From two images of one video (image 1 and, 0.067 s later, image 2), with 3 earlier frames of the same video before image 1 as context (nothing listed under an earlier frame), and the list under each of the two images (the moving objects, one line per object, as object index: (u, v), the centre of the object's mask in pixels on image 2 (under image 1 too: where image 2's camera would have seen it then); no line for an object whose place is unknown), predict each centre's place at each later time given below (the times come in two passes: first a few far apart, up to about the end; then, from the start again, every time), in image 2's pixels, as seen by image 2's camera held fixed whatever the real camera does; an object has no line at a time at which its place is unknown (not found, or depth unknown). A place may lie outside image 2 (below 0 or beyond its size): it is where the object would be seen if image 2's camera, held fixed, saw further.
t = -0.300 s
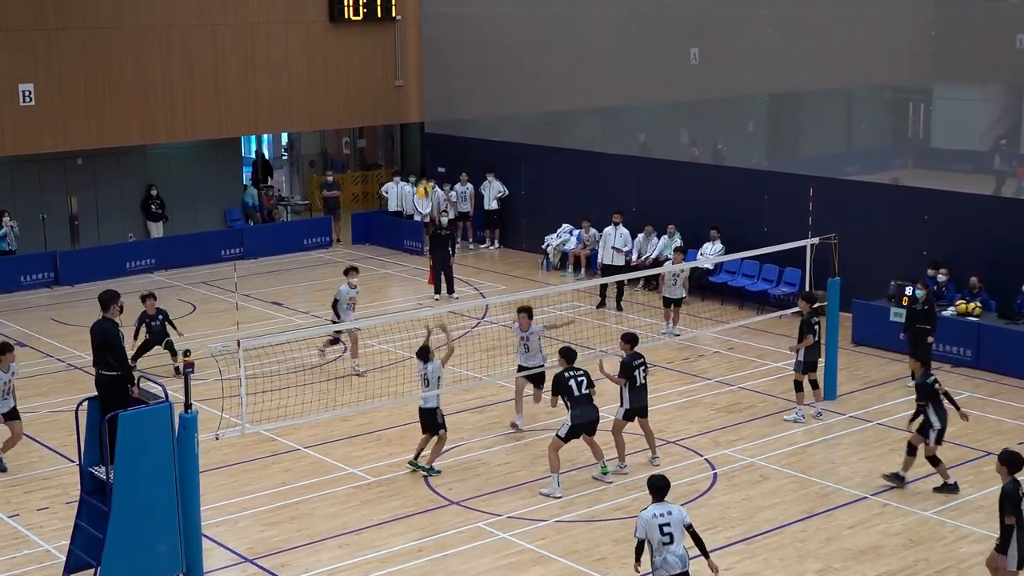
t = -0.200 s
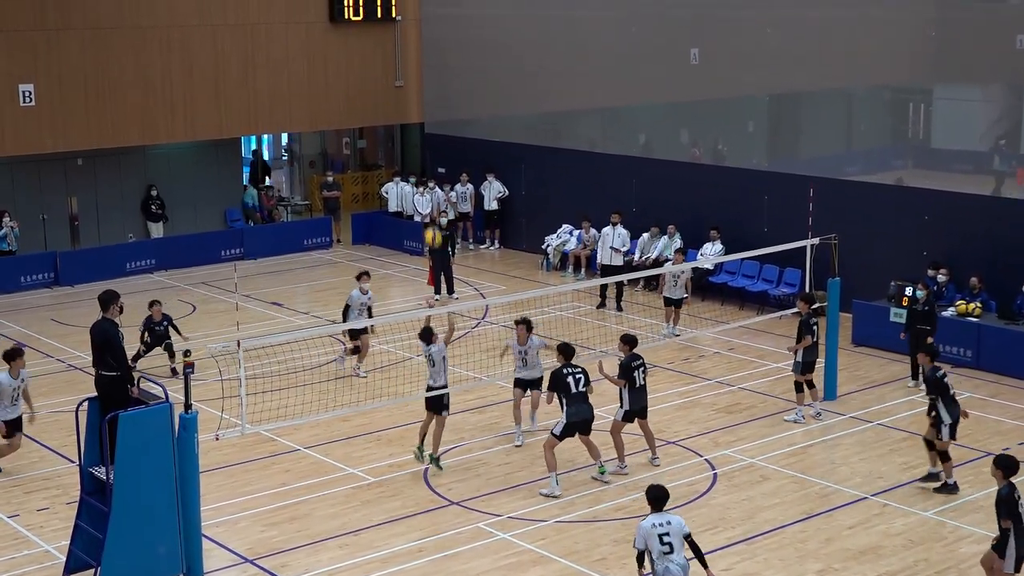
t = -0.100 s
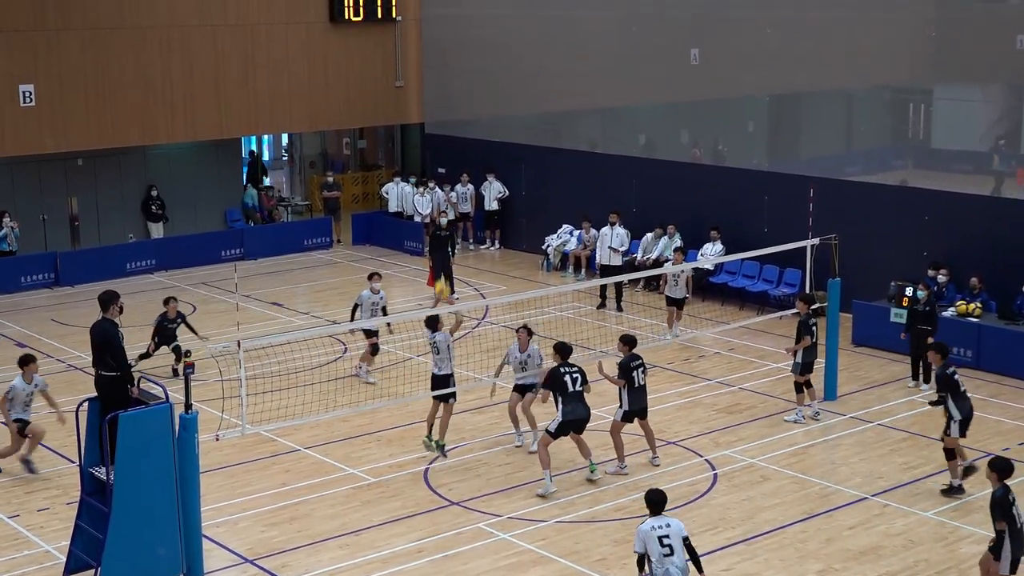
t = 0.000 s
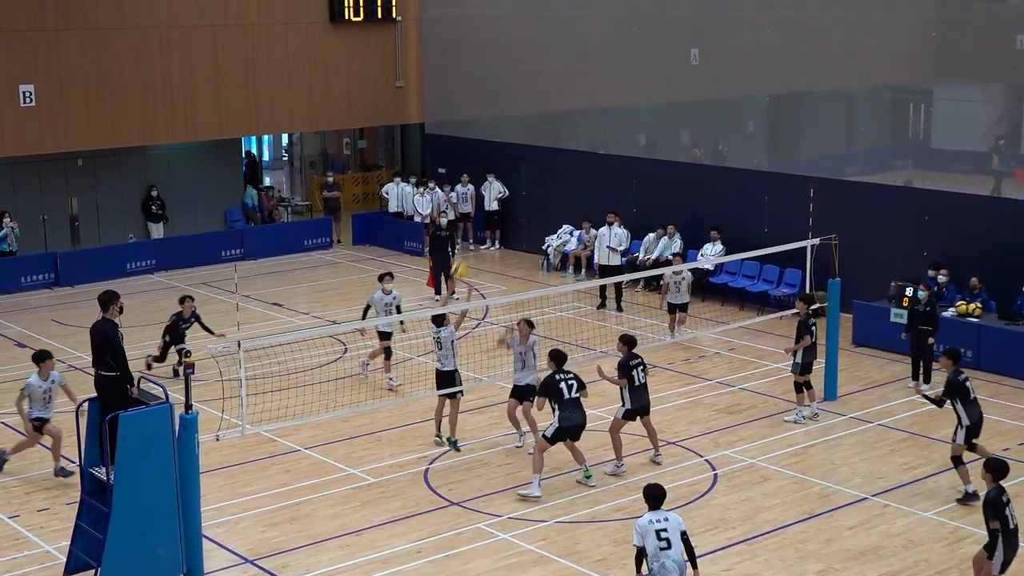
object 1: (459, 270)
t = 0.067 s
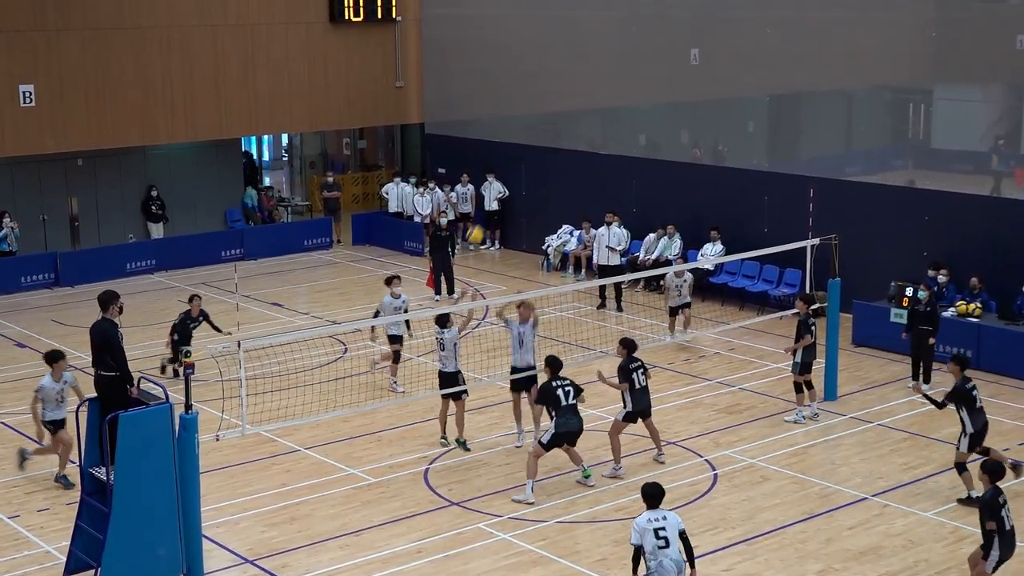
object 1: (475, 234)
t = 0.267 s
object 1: (519, 156)
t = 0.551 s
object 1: (577, 104)
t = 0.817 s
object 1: (625, 112)
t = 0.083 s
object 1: (479, 228)
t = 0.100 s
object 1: (482, 220)
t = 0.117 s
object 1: (485, 213)
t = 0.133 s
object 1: (489, 206)
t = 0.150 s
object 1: (493, 198)
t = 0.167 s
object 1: (498, 190)
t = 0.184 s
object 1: (502, 183)
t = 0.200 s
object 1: (505, 177)
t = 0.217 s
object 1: (508, 172)
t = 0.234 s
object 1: (512, 167)
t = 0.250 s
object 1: (515, 161)
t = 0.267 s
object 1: (519, 156)
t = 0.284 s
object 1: (522, 151)
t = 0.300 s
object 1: (526, 147)
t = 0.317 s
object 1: (530, 143)
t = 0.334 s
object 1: (533, 138)
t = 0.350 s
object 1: (537, 134)
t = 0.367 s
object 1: (540, 130)
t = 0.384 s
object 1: (543, 127)
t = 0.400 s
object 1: (547, 124)
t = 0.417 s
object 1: (551, 120)
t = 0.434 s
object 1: (555, 117)
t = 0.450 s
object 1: (558, 115)
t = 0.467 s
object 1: (561, 113)
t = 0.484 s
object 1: (564, 110)
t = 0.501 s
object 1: (567, 108)
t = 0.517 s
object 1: (571, 106)
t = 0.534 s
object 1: (574, 105)
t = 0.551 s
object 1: (577, 104)
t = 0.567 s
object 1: (580, 103)
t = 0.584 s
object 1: (583, 102)
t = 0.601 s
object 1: (586, 101)
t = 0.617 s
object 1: (589, 101)
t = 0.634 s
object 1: (593, 101)
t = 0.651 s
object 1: (596, 101)
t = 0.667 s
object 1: (599, 101)
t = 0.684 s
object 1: (602, 101)
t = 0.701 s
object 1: (605, 102)
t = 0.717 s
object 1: (608, 103)
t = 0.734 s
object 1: (611, 104)
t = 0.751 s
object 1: (613, 105)
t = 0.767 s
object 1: (616, 106)
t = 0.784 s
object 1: (619, 108)
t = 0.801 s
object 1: (622, 110)
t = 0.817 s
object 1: (625, 112)
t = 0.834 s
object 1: (627, 114)
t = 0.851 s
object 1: (630, 116)
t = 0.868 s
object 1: (633, 119)
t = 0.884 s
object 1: (635, 122)
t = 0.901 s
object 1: (638, 124)
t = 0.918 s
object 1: (640, 127)
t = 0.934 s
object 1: (643, 130)
